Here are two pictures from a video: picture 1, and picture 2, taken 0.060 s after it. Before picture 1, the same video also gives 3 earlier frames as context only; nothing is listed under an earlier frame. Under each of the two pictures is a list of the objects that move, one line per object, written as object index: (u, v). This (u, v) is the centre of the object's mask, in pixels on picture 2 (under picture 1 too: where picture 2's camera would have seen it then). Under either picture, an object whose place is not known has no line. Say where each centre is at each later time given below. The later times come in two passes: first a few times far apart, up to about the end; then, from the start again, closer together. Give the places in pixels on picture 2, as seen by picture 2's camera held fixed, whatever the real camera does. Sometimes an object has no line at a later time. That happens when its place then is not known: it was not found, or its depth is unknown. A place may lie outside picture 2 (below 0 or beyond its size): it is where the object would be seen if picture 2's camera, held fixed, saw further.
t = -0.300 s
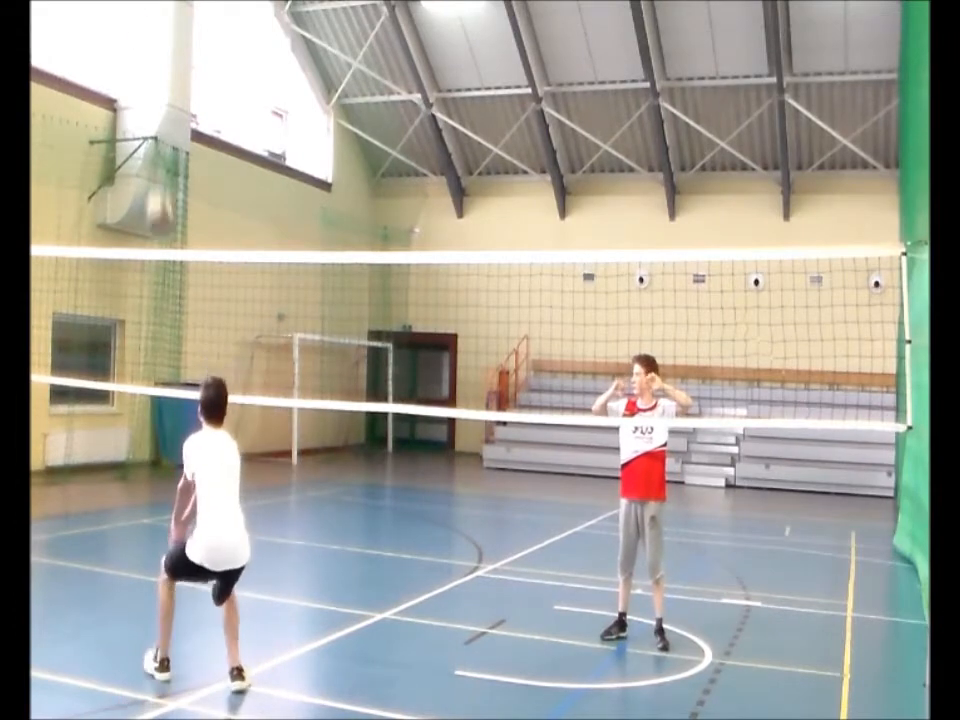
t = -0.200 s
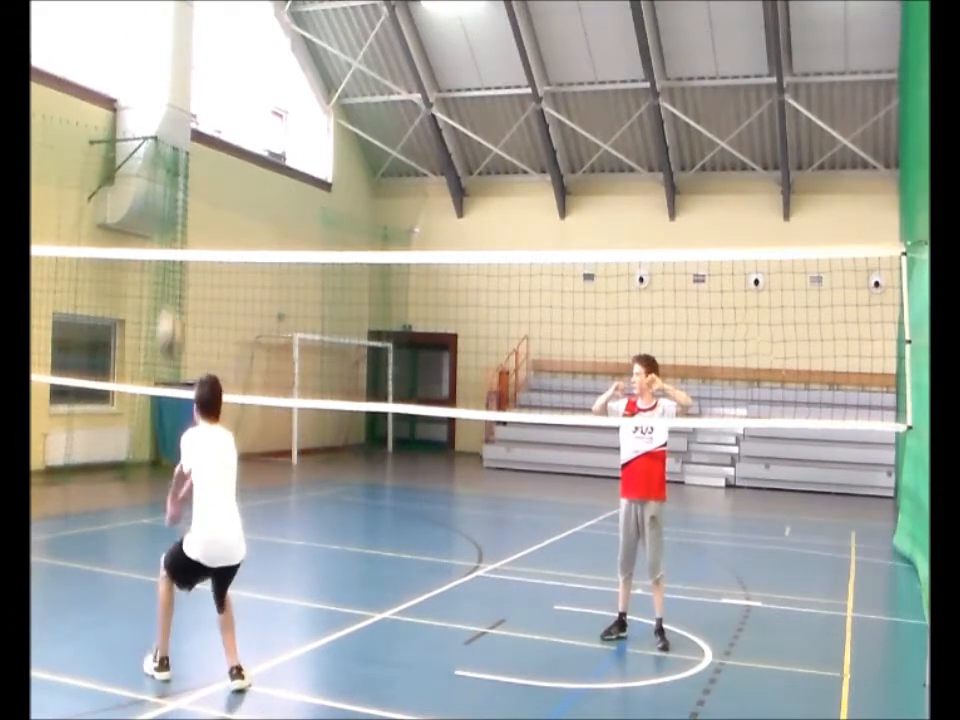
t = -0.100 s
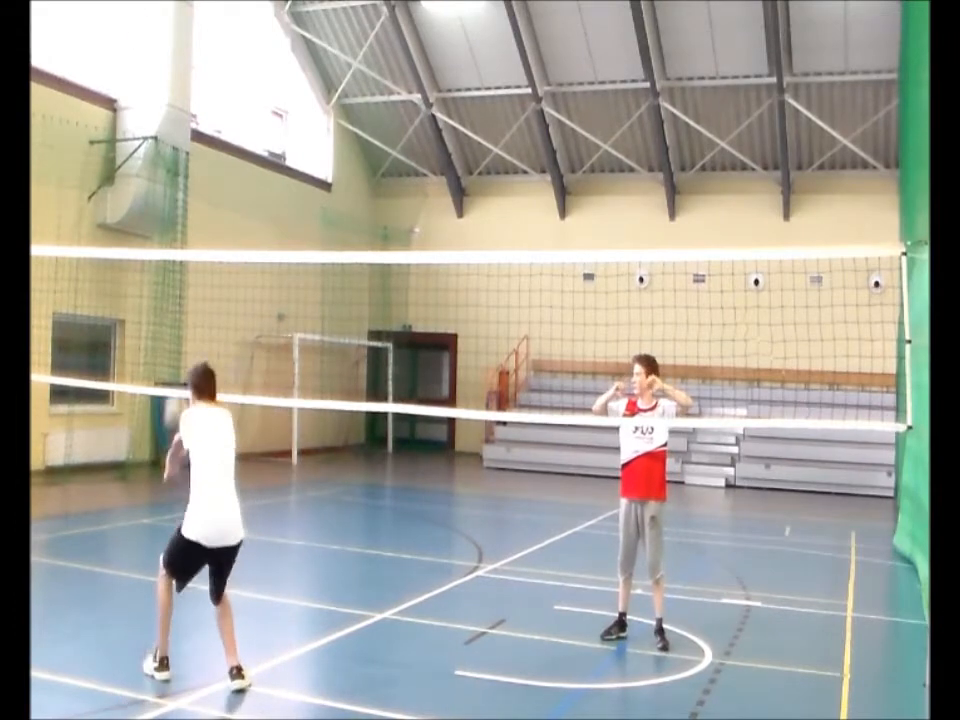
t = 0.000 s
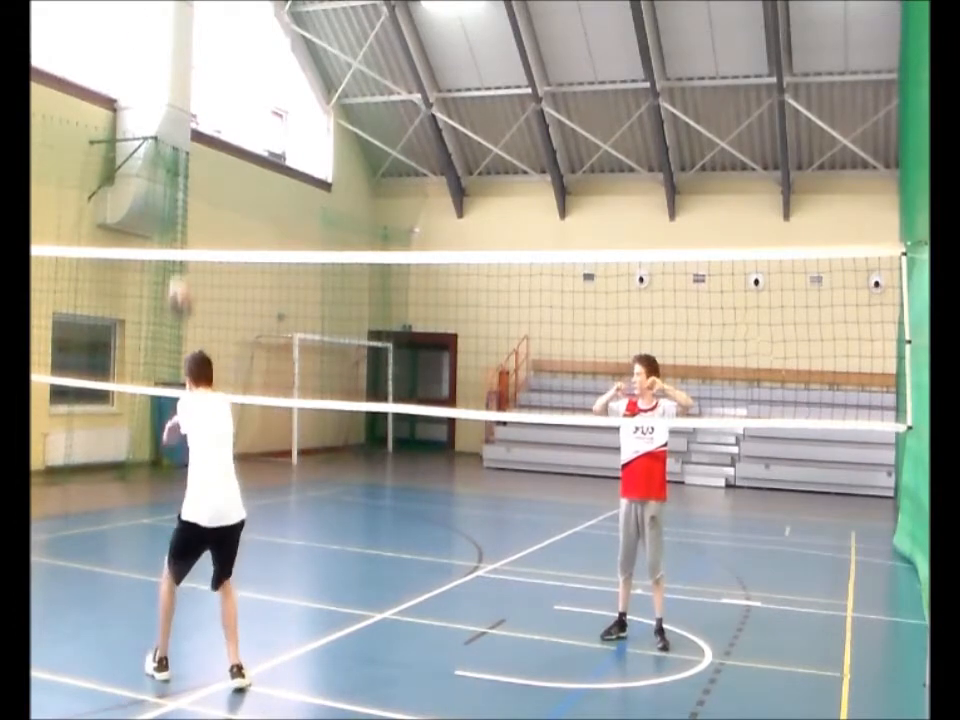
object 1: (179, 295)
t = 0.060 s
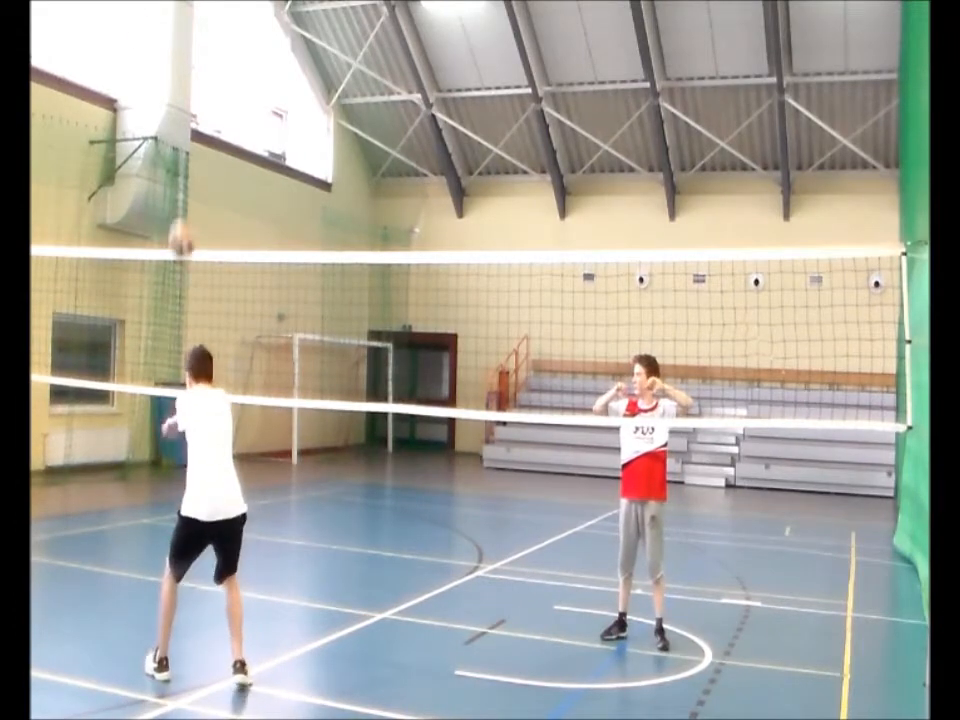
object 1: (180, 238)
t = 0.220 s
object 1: (182, 130)
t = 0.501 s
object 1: (182, 56)
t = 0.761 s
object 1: (178, 98)
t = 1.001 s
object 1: (169, 210)
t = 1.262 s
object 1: (163, 403)
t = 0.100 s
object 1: (181, 205)
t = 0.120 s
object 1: (182, 190)
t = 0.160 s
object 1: (182, 162)
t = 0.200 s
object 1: (182, 139)
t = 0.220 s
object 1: (182, 130)
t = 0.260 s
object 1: (183, 109)
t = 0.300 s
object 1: (183, 93)
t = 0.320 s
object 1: (183, 86)
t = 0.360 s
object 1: (182, 76)
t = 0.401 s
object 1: (182, 66)
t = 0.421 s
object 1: (182, 62)
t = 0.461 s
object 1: (182, 58)
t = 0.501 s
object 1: (182, 56)
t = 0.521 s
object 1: (182, 55)
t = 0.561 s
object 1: (181, 56)
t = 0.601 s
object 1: (180, 60)
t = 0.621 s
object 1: (180, 63)
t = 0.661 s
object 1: (180, 72)
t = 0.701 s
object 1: (179, 81)
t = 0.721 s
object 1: (179, 86)
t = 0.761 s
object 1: (178, 98)
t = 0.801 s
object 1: (177, 113)
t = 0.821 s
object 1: (175, 121)
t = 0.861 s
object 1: (172, 137)
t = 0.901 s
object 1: (171, 154)
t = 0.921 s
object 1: (170, 163)
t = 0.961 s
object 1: (171, 187)
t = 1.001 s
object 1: (169, 210)
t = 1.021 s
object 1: (168, 223)
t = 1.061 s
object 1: (168, 242)
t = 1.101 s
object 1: (168, 277)
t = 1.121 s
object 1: (167, 289)
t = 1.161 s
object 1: (165, 317)
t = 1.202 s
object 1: (163, 346)
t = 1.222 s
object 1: (163, 362)
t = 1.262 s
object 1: (163, 403)
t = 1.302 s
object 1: (163, 429)
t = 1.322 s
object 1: (163, 446)
